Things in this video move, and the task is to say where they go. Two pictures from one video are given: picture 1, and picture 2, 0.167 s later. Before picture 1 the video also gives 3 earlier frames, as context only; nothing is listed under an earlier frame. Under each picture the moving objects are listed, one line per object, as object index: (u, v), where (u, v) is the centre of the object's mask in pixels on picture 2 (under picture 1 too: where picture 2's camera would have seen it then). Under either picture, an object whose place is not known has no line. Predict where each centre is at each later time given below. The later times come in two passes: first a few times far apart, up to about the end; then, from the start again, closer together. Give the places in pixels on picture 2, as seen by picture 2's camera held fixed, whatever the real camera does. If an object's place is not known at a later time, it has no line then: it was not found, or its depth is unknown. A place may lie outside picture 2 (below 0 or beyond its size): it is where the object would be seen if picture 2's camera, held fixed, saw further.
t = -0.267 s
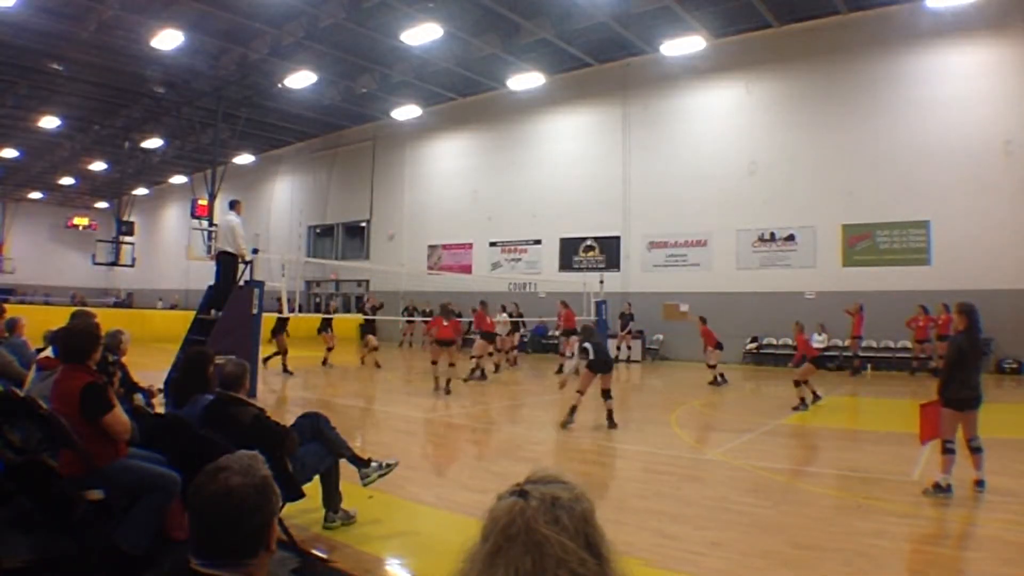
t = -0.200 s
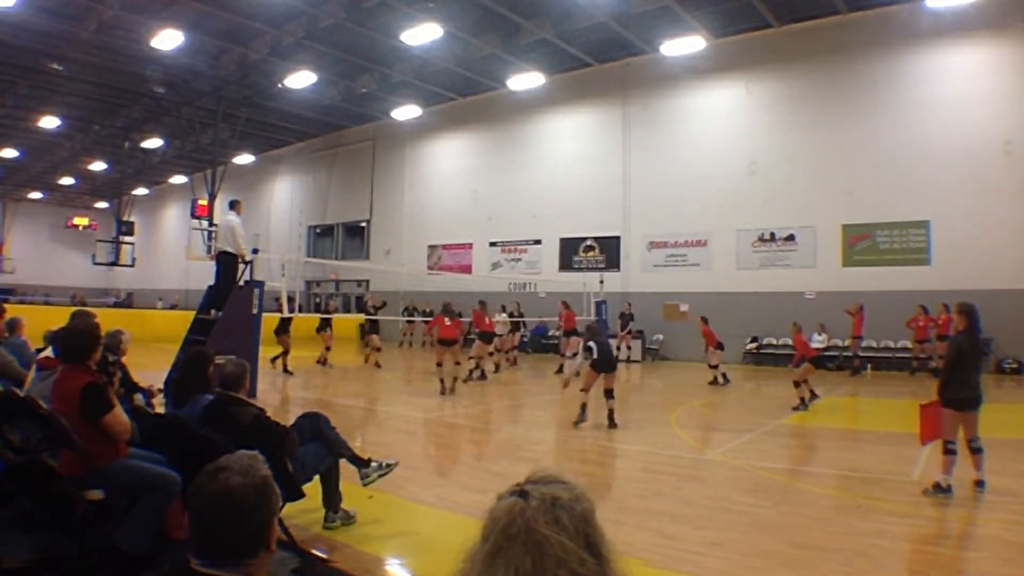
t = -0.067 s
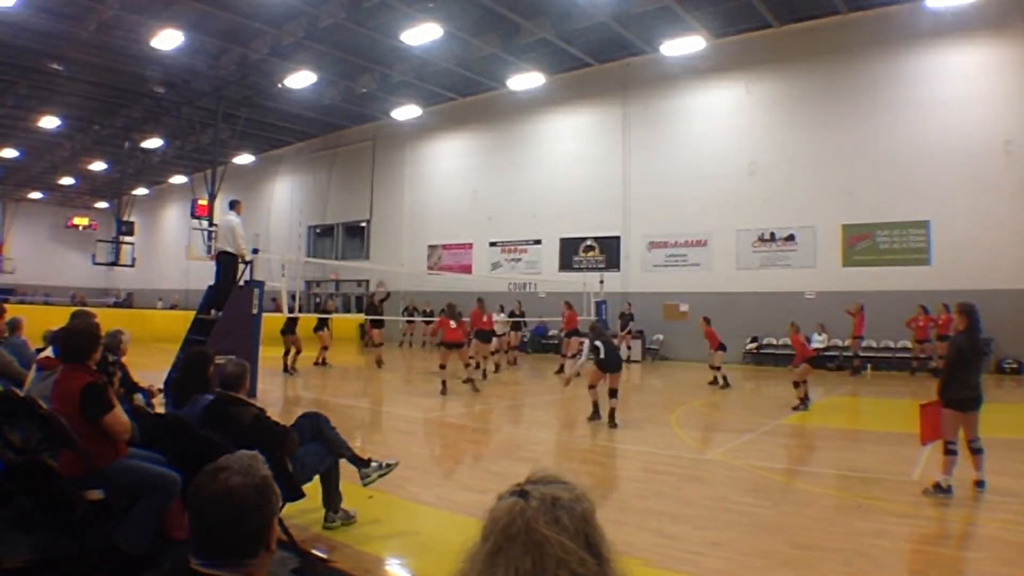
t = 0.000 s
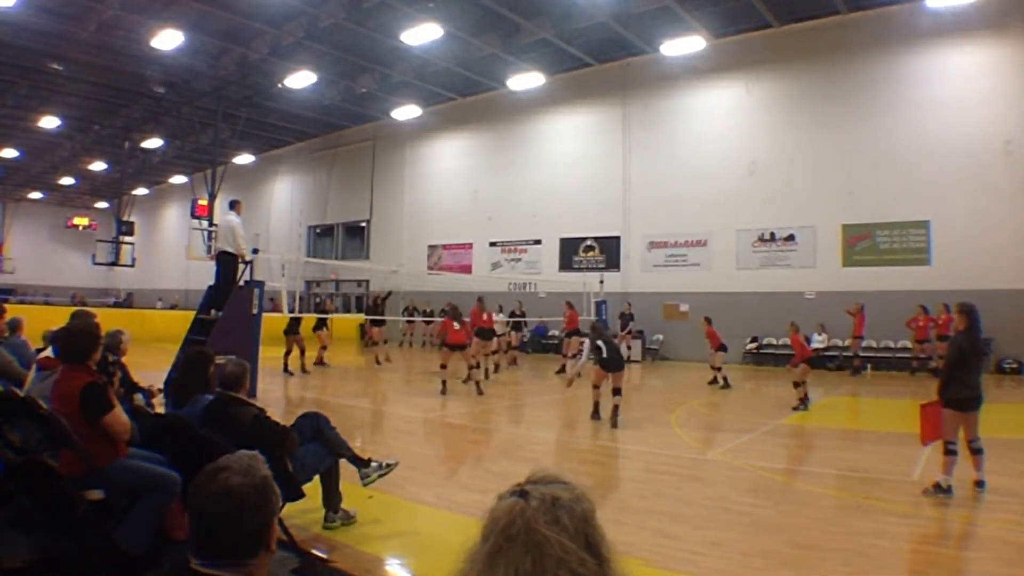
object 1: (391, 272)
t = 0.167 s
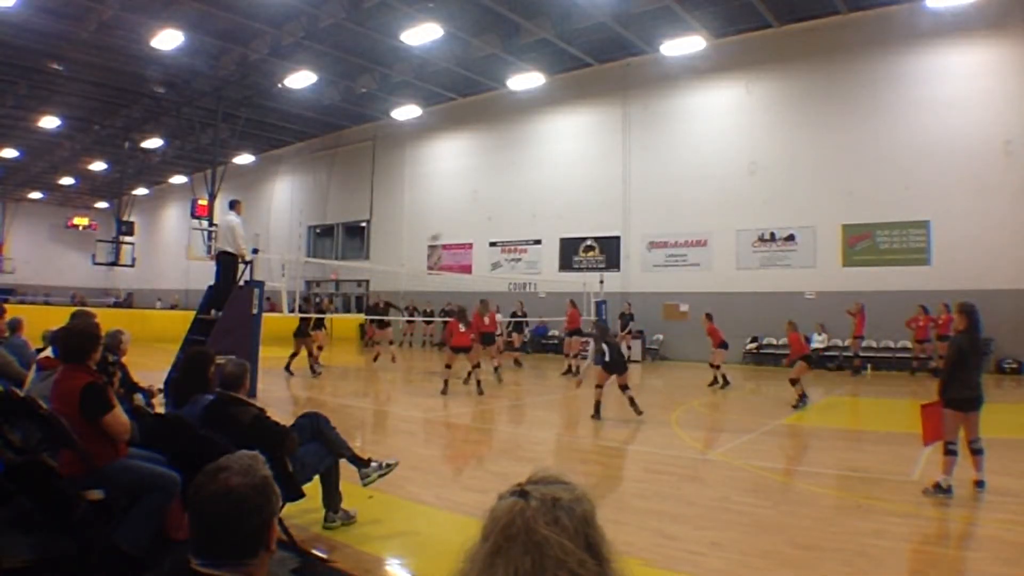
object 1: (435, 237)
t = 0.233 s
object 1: (452, 228)
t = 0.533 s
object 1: (542, 203)
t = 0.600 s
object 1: (565, 203)
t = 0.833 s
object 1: (658, 228)
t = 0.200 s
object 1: (443, 232)
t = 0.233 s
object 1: (452, 228)
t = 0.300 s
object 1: (470, 219)
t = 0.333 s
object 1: (480, 215)
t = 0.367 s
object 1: (489, 212)
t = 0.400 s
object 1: (499, 209)
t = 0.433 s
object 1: (509, 206)
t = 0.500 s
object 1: (531, 203)
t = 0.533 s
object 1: (542, 203)
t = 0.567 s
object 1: (553, 203)
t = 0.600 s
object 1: (565, 203)
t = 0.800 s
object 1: (644, 222)
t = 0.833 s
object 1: (658, 228)
